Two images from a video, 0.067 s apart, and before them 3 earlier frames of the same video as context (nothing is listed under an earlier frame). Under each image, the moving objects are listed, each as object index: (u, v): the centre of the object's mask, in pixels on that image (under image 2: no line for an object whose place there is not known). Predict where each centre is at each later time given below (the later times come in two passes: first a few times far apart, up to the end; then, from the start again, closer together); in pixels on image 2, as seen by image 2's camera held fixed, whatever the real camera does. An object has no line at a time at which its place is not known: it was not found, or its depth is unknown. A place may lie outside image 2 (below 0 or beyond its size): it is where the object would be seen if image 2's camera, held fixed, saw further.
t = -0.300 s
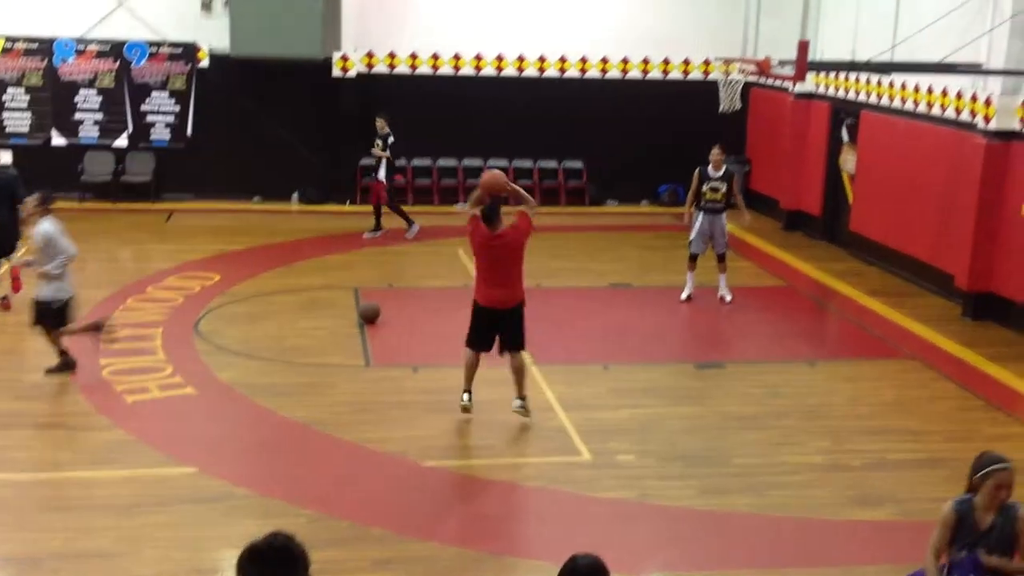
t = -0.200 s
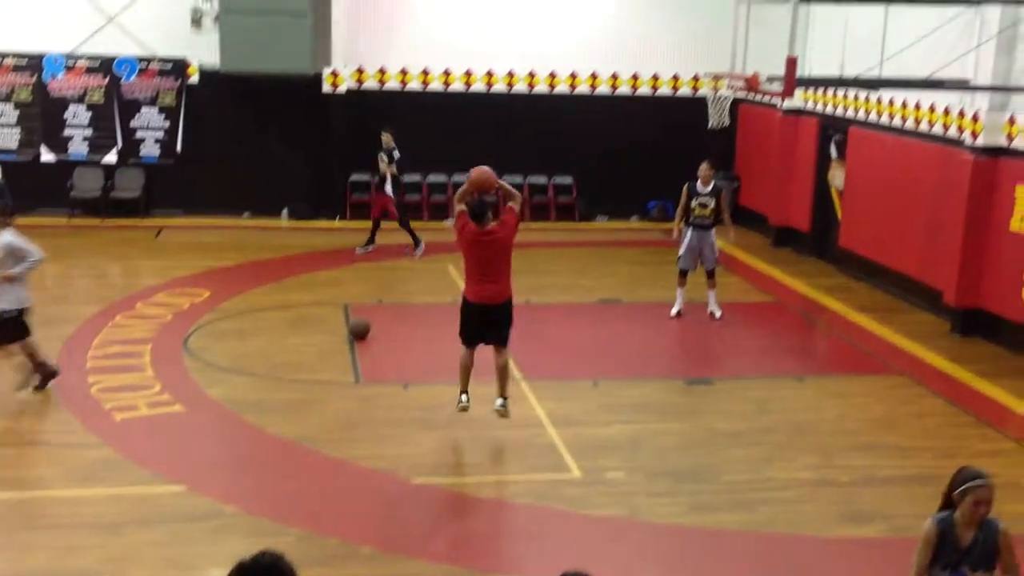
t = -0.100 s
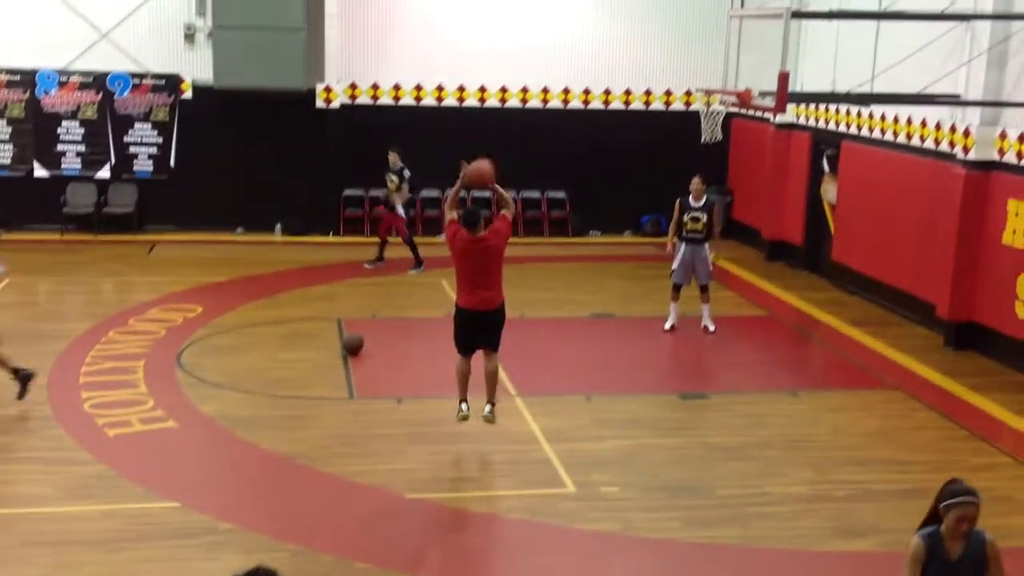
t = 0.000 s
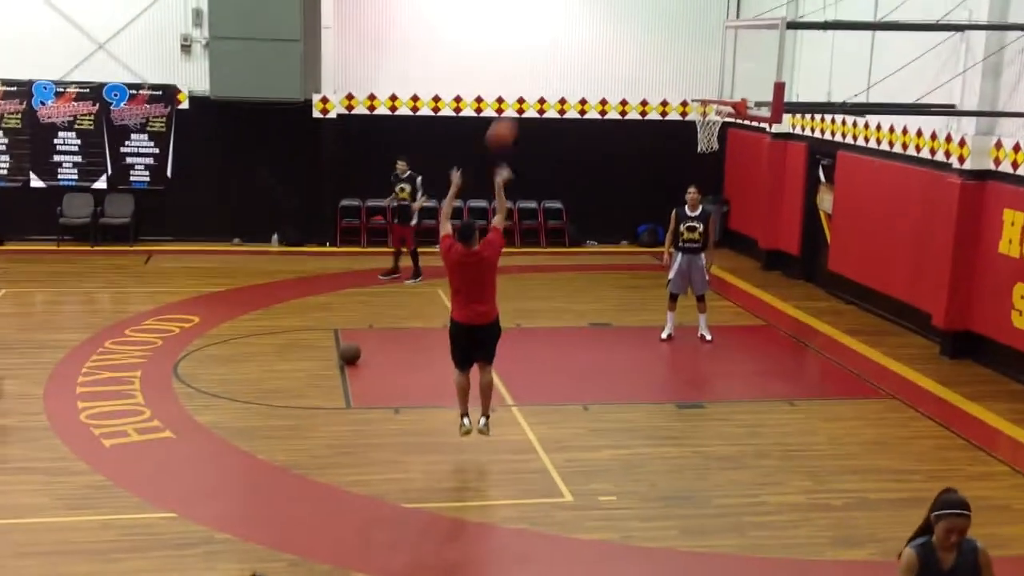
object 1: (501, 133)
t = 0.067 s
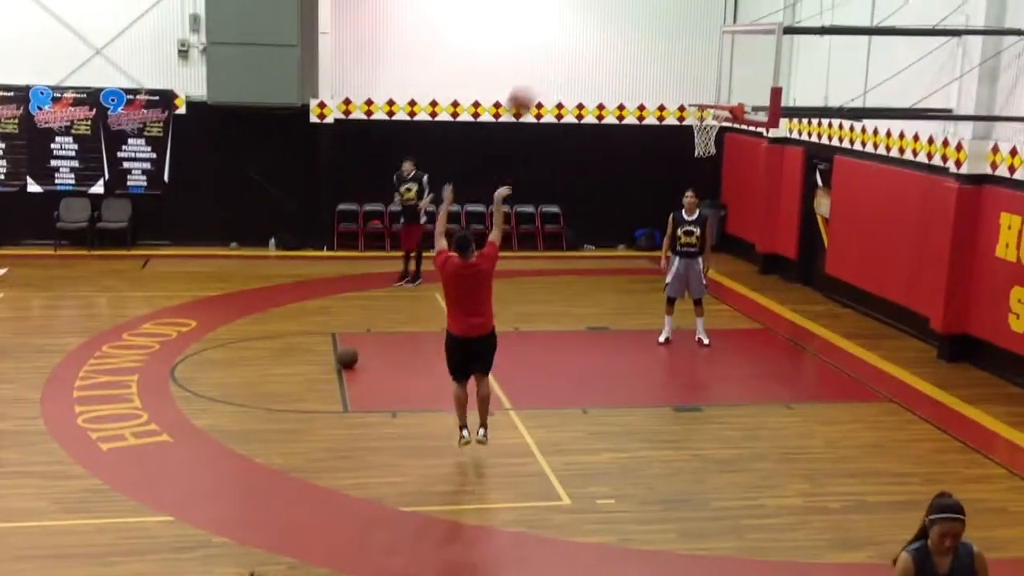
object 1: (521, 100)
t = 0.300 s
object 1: (587, 22)
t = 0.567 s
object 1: (651, 9)
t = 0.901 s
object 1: (713, 75)
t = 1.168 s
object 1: (695, 33)
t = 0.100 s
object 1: (532, 84)
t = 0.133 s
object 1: (541, 71)
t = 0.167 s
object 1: (551, 58)
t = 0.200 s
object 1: (560, 47)
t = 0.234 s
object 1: (571, 37)
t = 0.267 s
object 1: (579, 29)
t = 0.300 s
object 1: (587, 22)
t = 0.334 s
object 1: (596, 16)
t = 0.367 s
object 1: (604, 13)
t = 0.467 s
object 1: (628, 9)
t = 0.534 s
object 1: (643, 8)
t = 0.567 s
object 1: (651, 9)
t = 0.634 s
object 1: (665, 13)
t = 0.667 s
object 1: (671, 16)
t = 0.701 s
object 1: (678, 21)
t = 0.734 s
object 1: (684, 28)
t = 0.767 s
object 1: (690, 36)
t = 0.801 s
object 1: (696, 44)
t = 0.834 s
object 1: (702, 54)
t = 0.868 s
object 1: (707, 64)
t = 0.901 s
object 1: (713, 75)
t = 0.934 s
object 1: (718, 86)
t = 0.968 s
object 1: (722, 94)
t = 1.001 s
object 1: (718, 85)
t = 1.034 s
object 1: (713, 73)
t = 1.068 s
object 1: (709, 61)
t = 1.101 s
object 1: (704, 51)
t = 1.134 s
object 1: (700, 41)
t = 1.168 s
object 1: (695, 33)
